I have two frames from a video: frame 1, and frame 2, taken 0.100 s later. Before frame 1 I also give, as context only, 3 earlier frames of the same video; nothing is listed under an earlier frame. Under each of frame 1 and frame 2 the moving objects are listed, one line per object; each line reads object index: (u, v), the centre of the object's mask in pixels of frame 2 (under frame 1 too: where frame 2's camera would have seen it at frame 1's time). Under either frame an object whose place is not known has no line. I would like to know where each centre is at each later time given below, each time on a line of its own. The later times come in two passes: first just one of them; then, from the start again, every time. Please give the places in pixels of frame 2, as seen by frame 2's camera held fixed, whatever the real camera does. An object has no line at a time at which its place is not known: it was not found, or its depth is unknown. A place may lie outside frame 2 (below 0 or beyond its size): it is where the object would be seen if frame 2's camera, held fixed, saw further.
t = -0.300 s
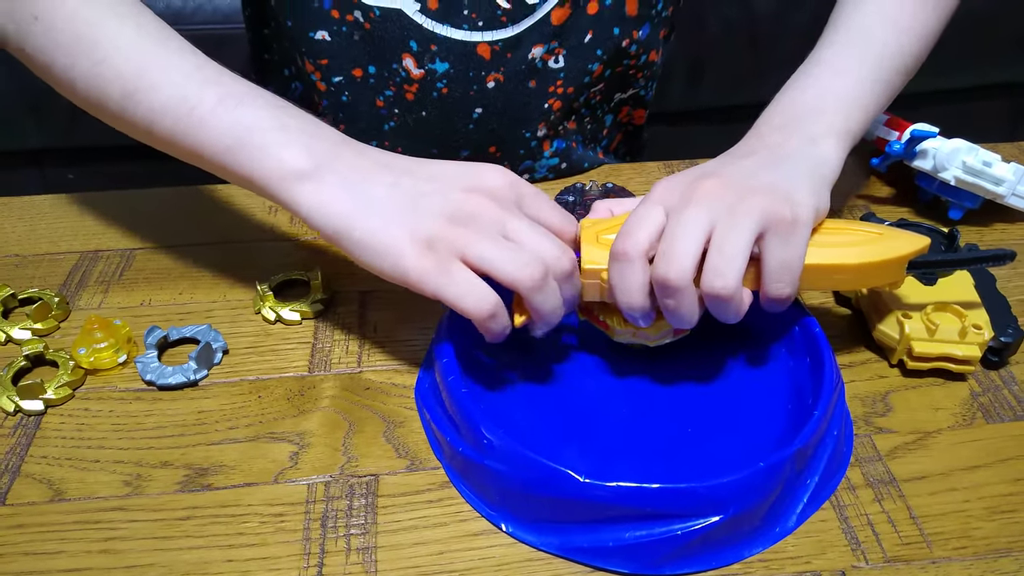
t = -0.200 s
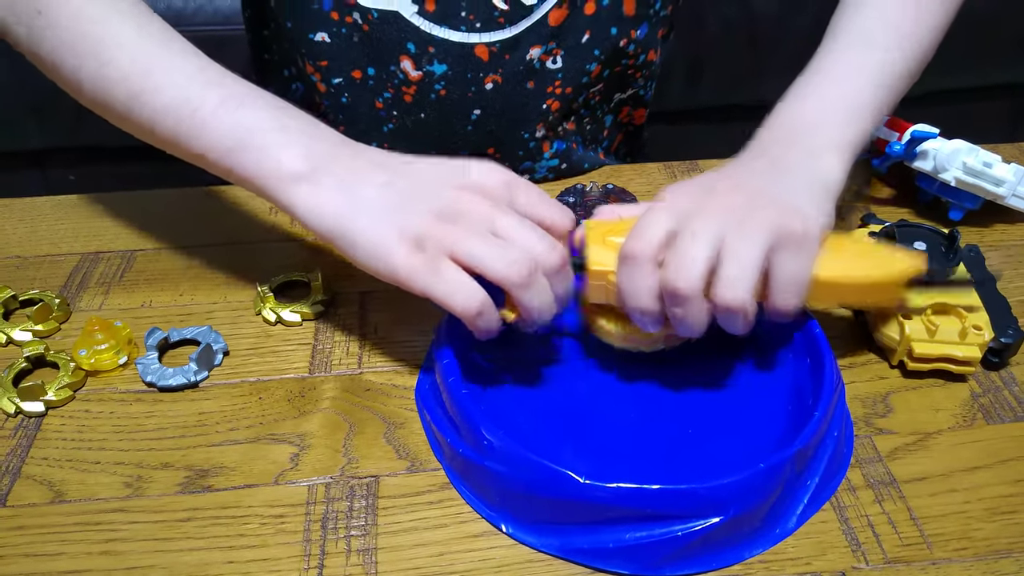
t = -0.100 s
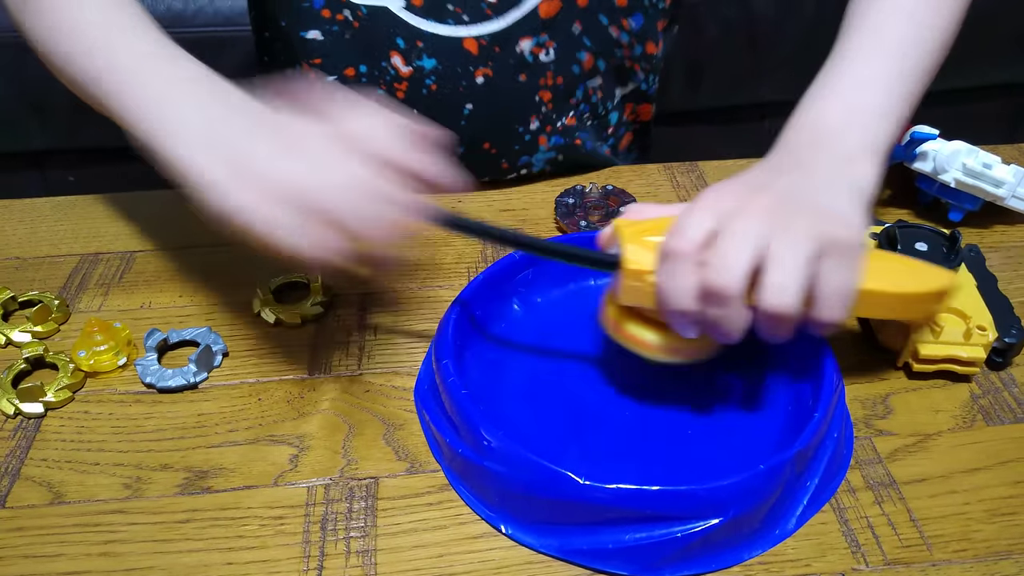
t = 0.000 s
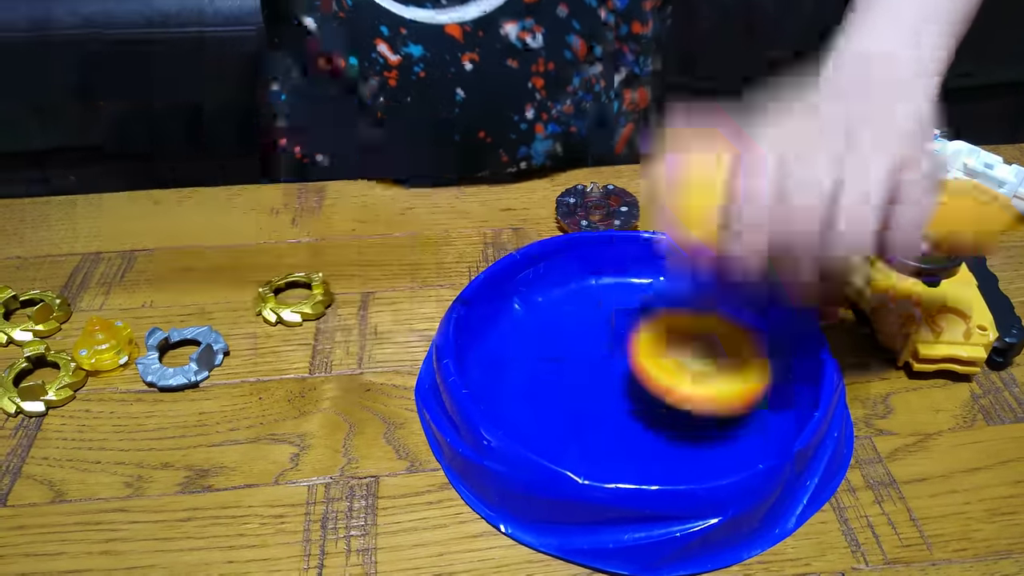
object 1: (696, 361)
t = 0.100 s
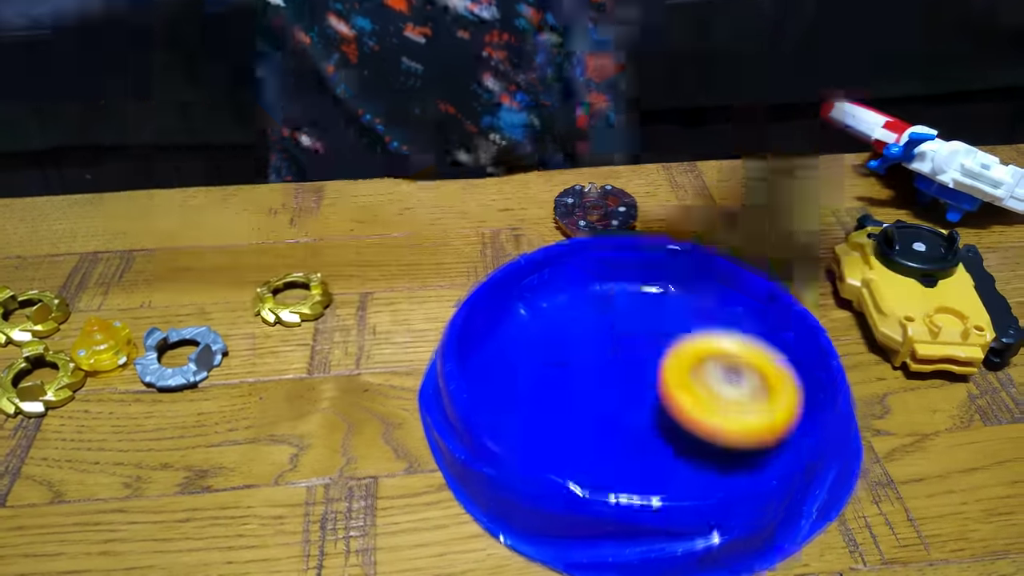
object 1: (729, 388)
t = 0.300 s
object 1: (731, 350)
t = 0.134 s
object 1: (734, 391)
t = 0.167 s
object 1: (736, 387)
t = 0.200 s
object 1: (738, 380)
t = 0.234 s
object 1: (737, 371)
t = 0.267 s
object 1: (735, 361)
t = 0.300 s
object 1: (731, 350)
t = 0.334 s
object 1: (726, 338)
